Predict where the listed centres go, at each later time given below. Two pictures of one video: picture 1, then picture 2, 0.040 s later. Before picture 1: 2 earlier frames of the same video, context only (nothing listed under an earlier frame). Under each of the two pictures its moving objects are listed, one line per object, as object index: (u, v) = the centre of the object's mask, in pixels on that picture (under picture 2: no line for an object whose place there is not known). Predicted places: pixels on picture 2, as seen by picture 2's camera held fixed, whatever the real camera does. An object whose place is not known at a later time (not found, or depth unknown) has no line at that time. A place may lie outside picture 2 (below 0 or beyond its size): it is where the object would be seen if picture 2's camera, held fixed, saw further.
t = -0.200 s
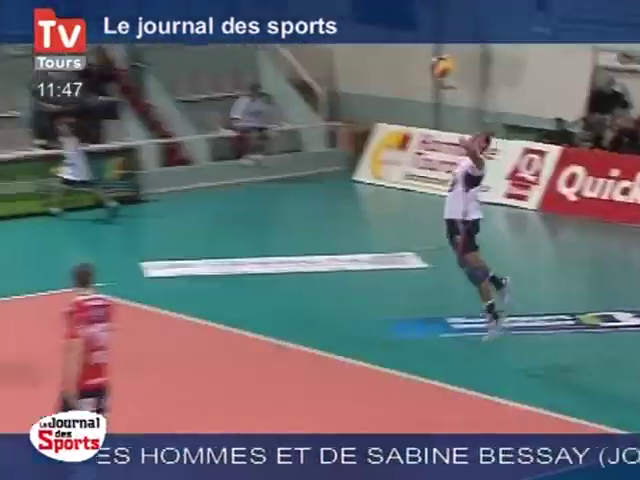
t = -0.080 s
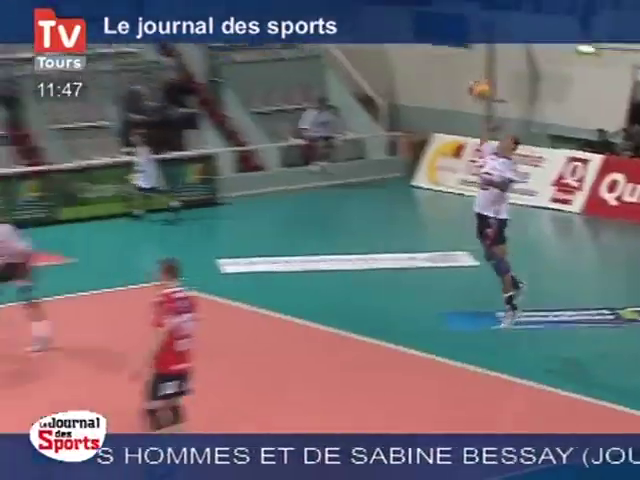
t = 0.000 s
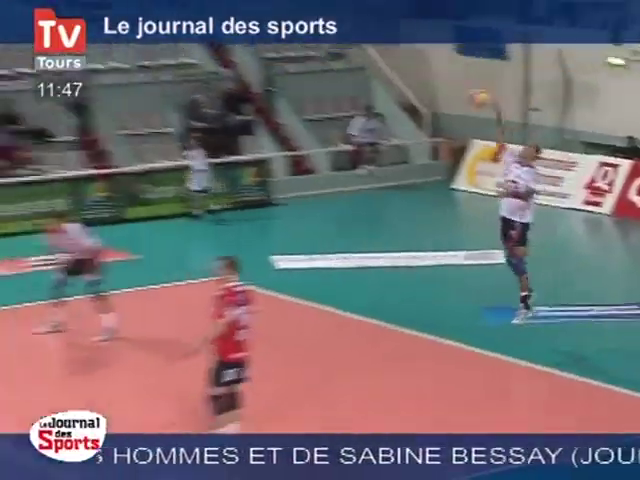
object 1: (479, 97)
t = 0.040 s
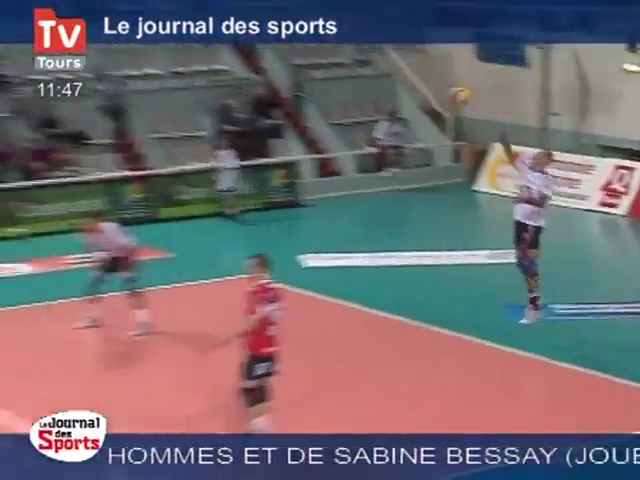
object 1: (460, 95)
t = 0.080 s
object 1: (418, 89)
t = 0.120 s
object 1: (375, 83)
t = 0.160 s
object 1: (331, 80)
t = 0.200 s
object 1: (288, 77)
